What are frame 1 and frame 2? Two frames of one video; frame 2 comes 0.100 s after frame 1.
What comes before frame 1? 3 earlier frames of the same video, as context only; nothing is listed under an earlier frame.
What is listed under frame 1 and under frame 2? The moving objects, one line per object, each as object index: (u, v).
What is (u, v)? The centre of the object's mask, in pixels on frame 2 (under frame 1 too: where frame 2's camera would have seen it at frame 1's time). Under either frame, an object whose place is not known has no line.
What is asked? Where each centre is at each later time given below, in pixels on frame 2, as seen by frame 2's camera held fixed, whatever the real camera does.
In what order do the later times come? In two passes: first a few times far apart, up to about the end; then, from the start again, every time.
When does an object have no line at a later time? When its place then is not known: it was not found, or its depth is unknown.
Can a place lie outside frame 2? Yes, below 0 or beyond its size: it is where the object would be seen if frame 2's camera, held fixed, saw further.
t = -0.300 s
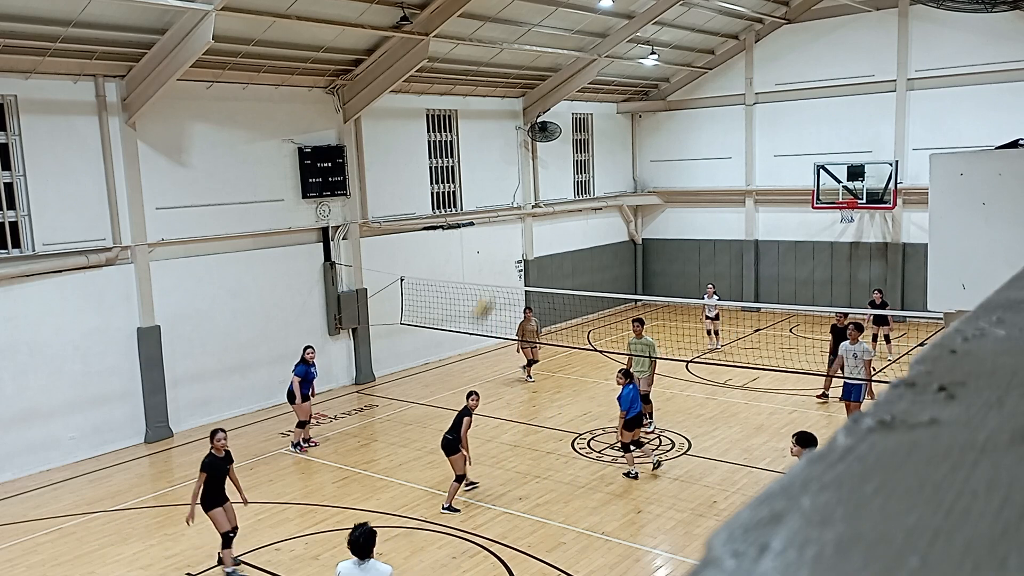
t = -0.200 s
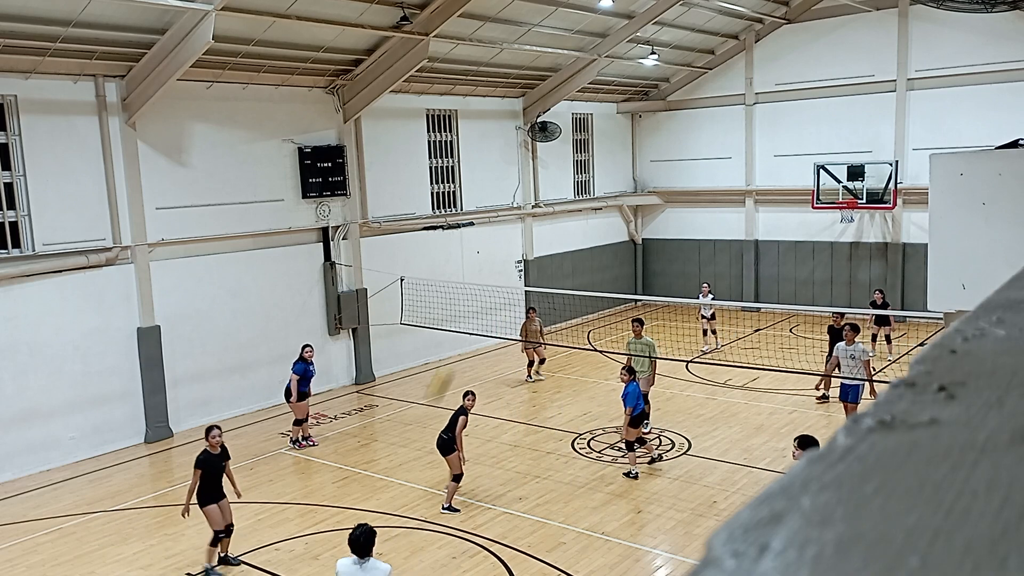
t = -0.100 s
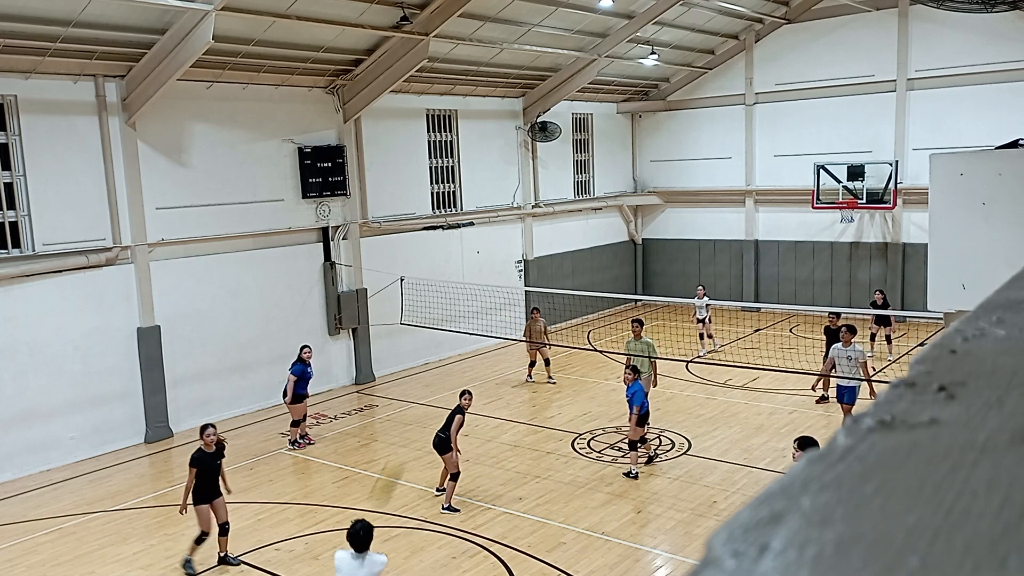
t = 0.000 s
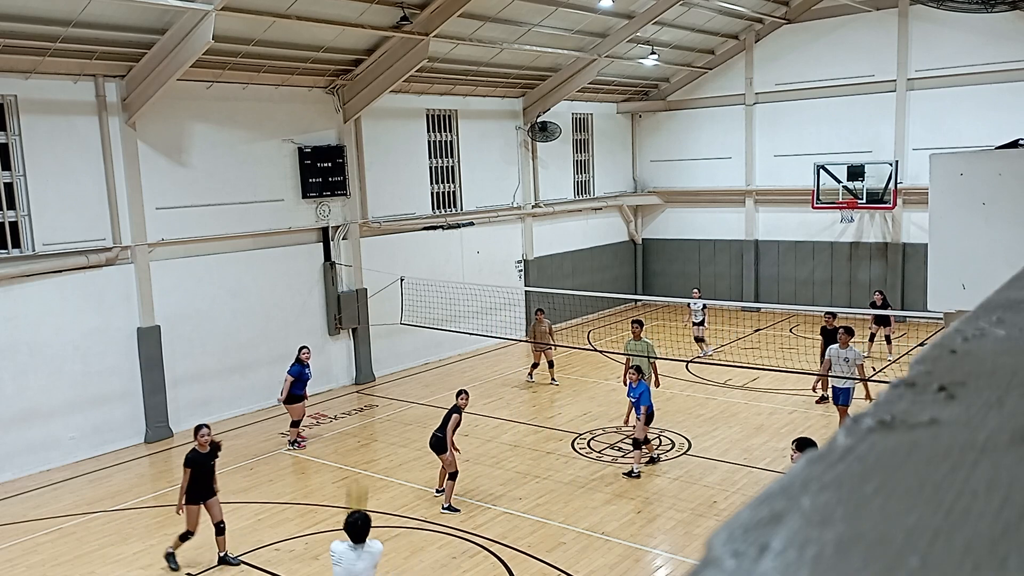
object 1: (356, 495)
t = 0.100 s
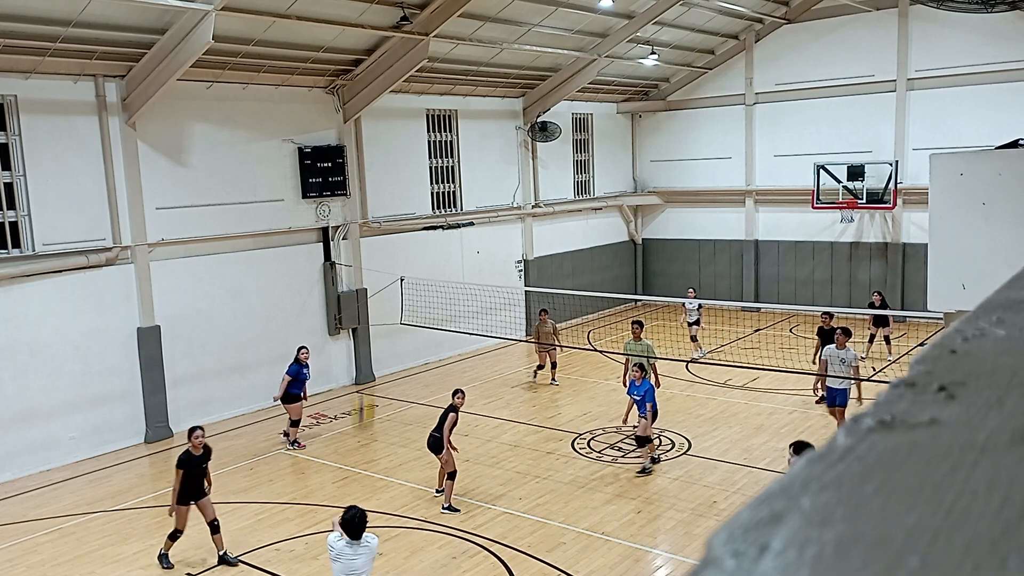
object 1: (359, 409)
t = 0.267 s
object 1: (371, 300)
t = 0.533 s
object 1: (381, 199)
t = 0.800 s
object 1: (403, 178)
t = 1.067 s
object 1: (414, 213)
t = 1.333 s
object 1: (435, 292)
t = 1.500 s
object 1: (444, 355)
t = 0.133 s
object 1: (360, 382)
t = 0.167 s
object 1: (360, 362)
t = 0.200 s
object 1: (363, 340)
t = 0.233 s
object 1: (365, 317)
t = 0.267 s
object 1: (371, 300)
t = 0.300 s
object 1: (371, 283)
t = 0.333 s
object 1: (376, 266)
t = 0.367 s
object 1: (371, 253)
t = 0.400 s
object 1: (374, 236)
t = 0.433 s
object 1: (375, 225)
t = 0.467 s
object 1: (380, 216)
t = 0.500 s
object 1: (382, 209)
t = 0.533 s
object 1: (381, 199)
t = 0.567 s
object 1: (383, 192)
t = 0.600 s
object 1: (386, 187)
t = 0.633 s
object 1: (389, 183)
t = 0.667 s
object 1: (396, 180)
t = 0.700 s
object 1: (397, 178)
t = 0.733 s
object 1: (399, 177)
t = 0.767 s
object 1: (401, 177)
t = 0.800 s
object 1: (403, 178)
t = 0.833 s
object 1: (405, 179)
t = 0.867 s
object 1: (407, 182)
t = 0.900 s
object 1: (409, 186)
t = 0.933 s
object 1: (411, 189)
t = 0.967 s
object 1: (413, 194)
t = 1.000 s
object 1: (415, 199)
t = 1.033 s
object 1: (413, 206)
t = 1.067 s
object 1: (414, 213)
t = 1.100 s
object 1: (417, 220)
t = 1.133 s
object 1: (422, 228)
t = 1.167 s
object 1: (425, 239)
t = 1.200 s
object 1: (427, 248)
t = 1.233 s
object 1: (429, 258)
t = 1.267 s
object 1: (431, 268)
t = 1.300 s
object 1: (433, 279)
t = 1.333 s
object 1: (435, 292)
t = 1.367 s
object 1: (437, 304)
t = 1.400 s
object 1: (439, 316)
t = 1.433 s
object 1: (441, 329)
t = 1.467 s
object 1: (442, 343)
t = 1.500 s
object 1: (444, 355)
